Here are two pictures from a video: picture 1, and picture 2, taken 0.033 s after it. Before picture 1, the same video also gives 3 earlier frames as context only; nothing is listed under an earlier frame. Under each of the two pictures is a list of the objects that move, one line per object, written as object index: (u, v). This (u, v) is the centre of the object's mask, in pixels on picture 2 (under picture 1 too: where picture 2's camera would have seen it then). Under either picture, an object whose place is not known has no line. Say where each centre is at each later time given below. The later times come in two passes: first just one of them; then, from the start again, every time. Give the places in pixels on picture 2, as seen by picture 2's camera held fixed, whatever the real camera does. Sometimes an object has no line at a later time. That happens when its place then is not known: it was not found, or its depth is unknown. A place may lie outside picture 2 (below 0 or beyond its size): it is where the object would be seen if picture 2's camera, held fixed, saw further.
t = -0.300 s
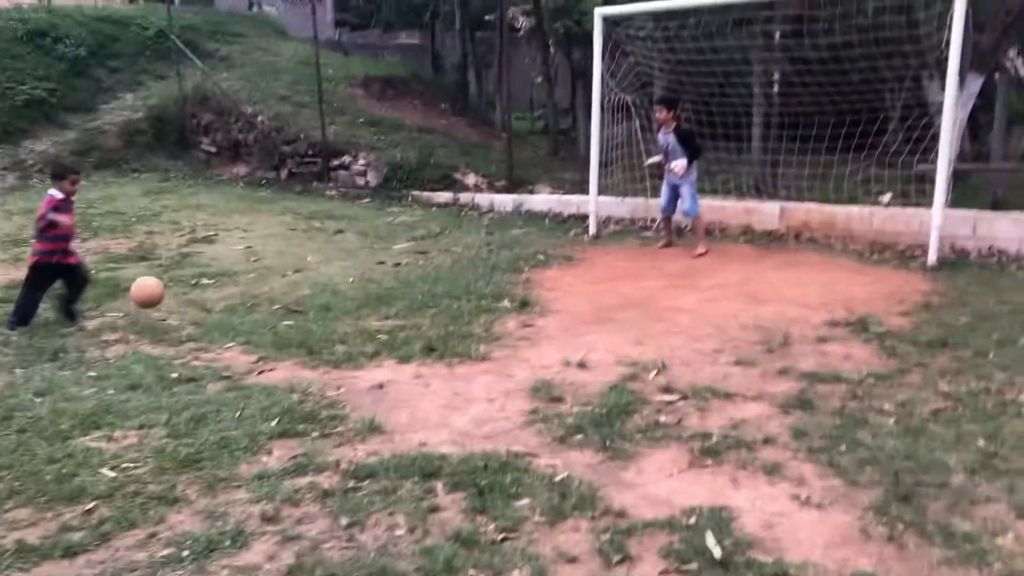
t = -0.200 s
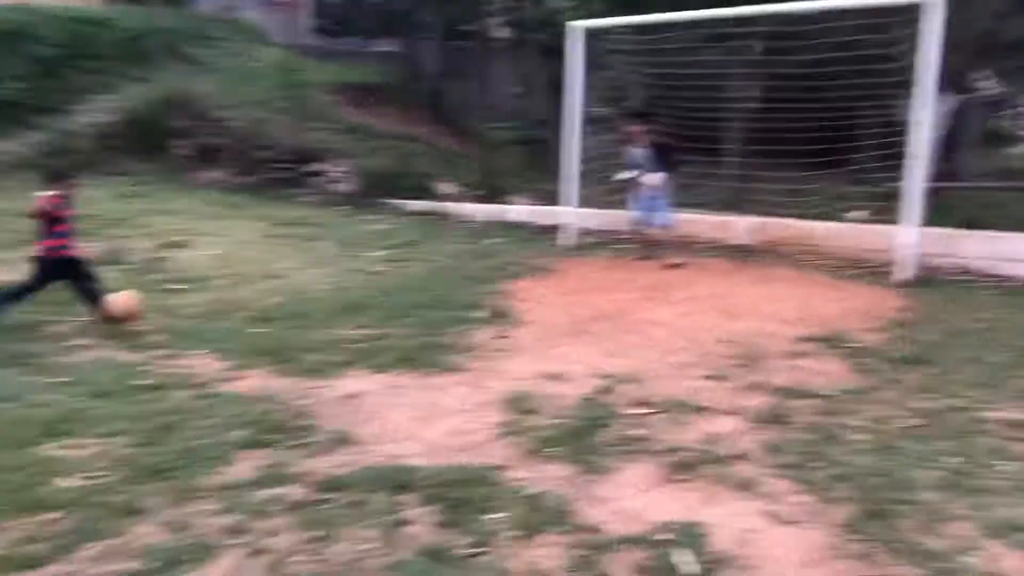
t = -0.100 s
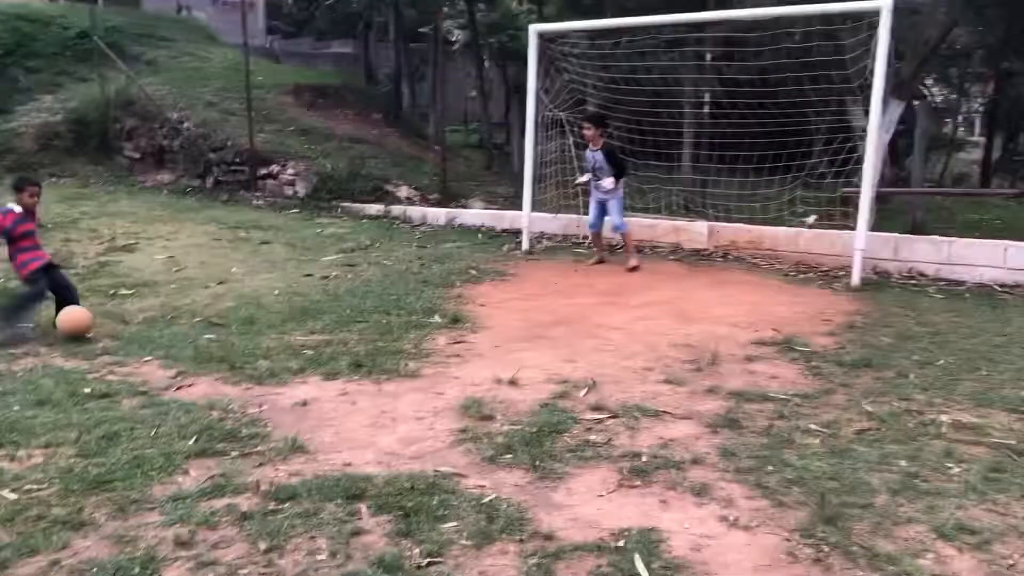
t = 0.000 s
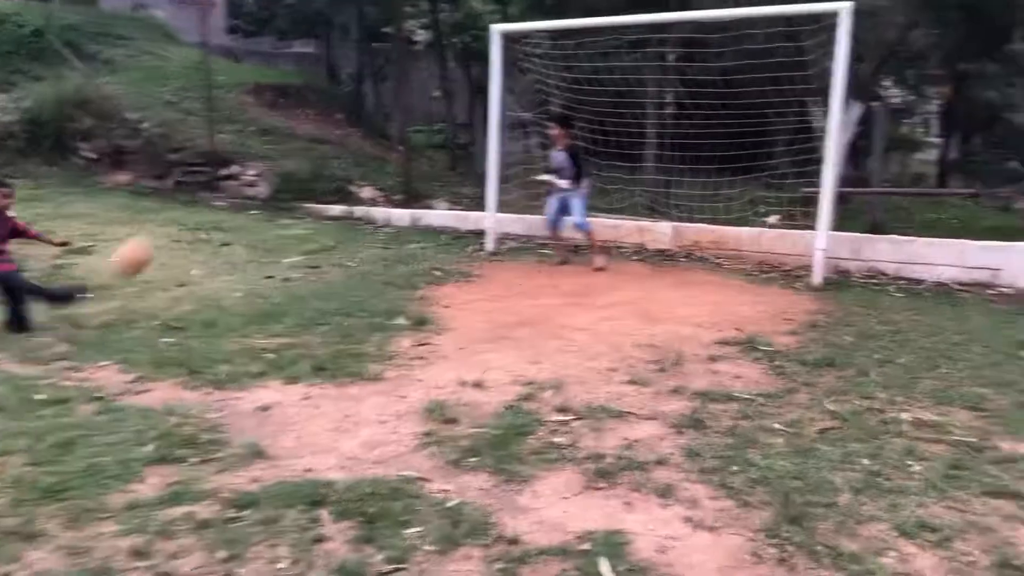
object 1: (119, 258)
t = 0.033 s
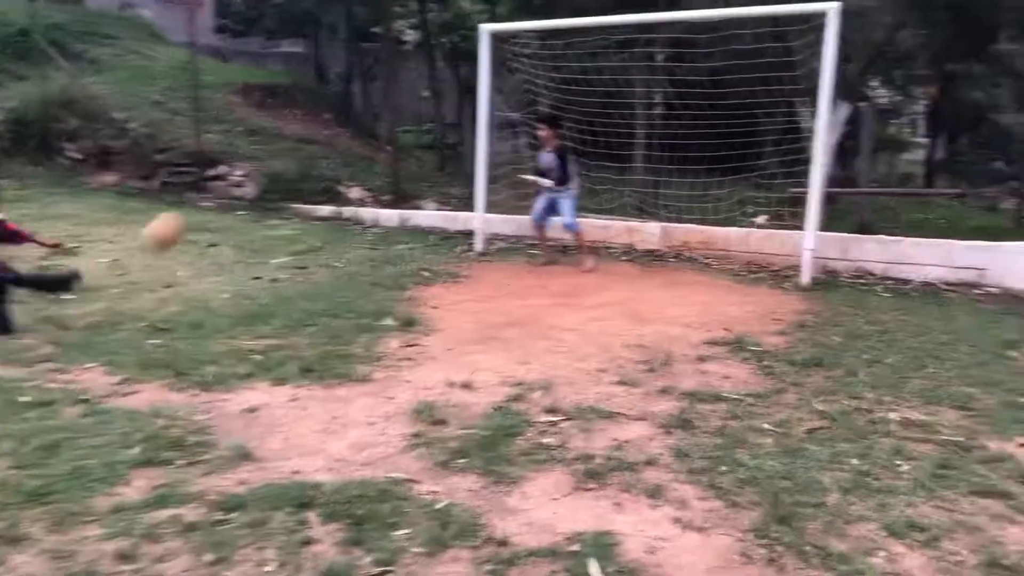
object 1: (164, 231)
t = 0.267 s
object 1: (433, 117)
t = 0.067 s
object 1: (206, 209)
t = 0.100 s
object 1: (247, 187)
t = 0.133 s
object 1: (287, 170)
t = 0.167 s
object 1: (325, 153)
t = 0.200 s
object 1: (361, 139)
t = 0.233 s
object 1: (397, 129)
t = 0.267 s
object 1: (433, 117)
